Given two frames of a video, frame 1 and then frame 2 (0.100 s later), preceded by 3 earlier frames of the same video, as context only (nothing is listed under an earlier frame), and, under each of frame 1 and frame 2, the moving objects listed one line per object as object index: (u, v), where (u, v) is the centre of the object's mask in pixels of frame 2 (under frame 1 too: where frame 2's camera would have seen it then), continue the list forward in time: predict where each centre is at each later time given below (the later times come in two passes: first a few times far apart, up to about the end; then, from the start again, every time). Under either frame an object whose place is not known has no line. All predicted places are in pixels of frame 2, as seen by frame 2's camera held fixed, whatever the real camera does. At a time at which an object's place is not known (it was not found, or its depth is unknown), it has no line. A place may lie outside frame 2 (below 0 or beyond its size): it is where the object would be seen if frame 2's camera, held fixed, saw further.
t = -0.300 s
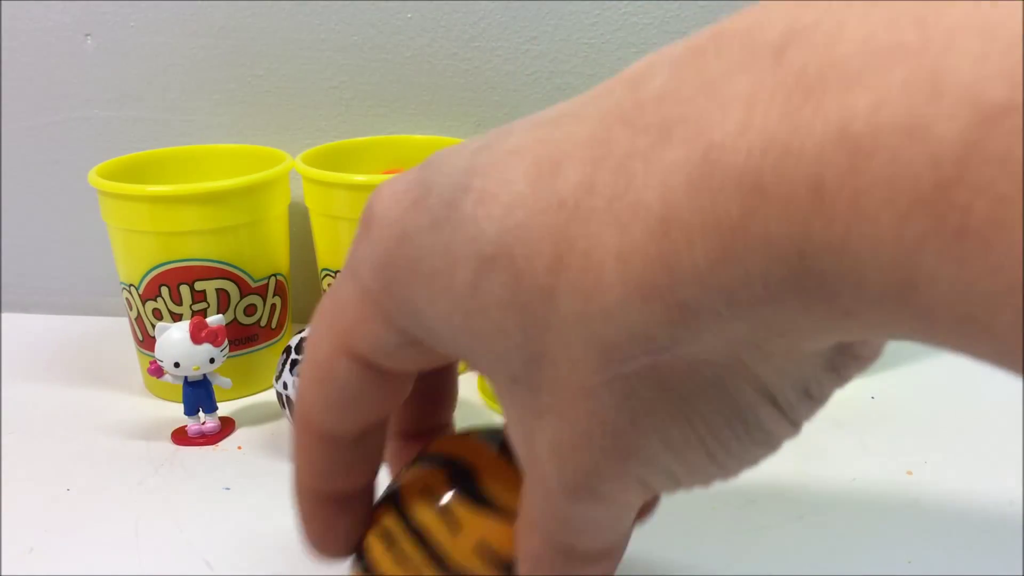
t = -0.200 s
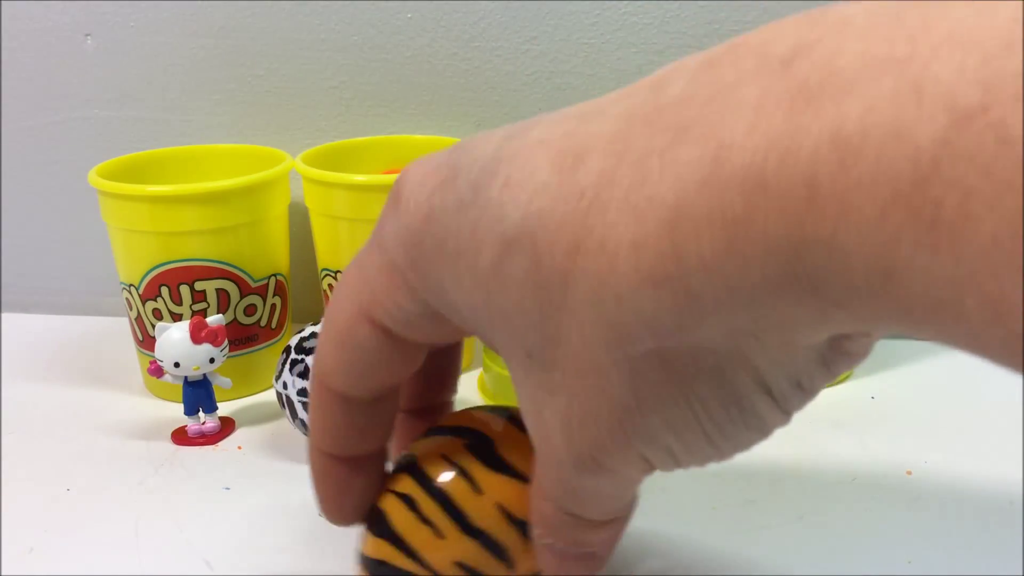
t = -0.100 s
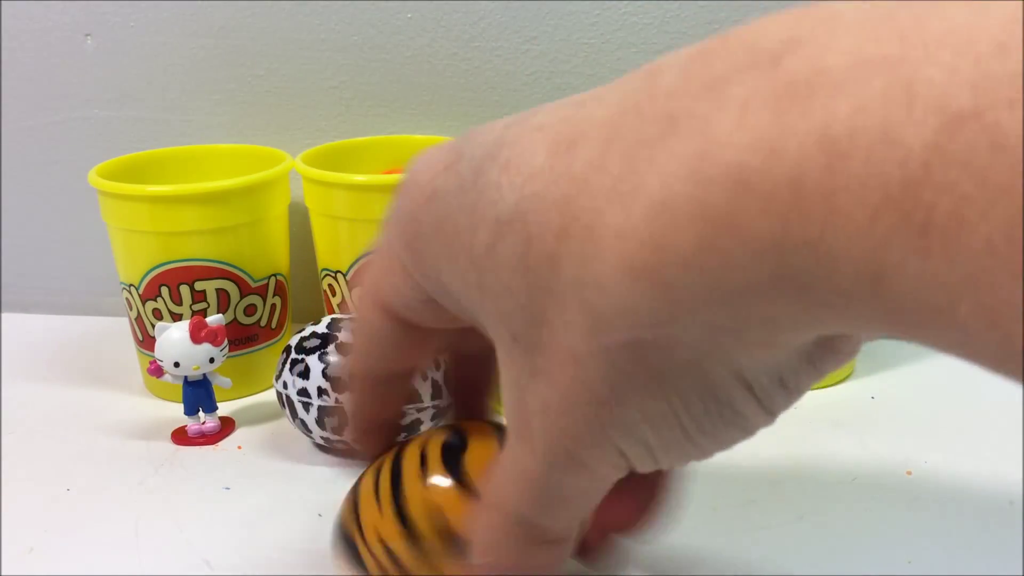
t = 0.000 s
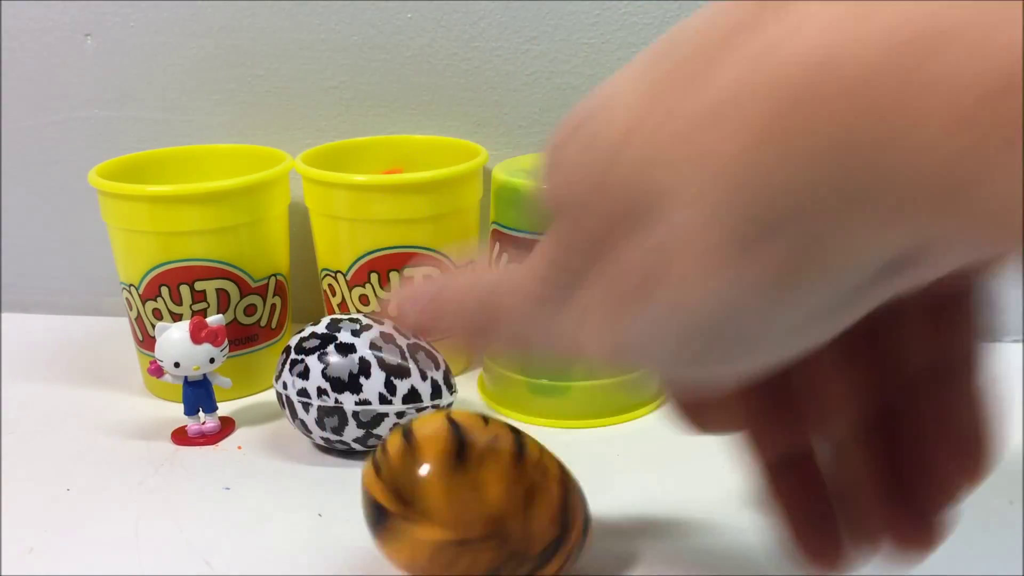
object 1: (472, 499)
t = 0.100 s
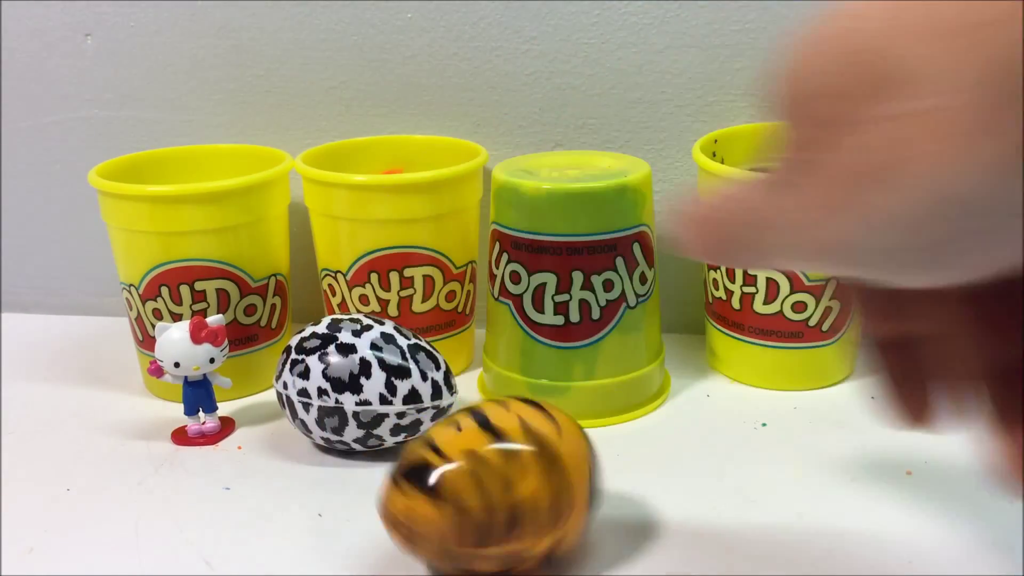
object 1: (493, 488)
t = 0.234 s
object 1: (482, 483)
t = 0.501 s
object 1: (454, 488)
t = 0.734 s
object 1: (468, 505)
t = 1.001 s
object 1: (533, 498)
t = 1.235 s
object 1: (511, 481)
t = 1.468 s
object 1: (524, 487)
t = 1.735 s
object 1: (522, 479)
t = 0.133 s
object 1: (499, 490)
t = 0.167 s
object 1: (488, 493)
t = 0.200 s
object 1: (475, 487)
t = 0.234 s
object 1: (482, 483)
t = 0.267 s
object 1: (483, 485)
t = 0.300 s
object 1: (476, 483)
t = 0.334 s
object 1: (467, 485)
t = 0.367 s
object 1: (471, 483)
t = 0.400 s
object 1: (471, 488)
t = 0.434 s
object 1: (457, 490)
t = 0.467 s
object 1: (453, 489)
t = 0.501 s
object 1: (454, 488)
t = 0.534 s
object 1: (455, 485)
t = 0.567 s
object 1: (454, 492)
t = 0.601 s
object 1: (454, 496)
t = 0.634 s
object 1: (459, 500)
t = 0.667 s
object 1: (453, 503)
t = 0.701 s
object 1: (457, 504)
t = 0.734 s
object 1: (468, 505)
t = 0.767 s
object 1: (475, 502)
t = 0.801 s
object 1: (486, 500)
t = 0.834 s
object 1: (498, 506)
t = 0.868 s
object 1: (509, 508)
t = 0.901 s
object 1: (519, 508)
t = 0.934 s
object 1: (515, 507)
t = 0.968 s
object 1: (522, 503)
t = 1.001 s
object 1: (533, 498)
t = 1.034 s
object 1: (535, 492)
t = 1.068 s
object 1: (536, 490)
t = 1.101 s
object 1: (531, 489)
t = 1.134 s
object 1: (532, 484)
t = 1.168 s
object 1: (532, 484)
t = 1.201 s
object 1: (521, 483)
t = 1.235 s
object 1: (511, 481)
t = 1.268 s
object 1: (509, 481)
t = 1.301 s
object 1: (509, 480)
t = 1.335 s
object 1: (513, 480)
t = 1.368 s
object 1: (518, 484)
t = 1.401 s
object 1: (520, 485)
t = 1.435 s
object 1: (524, 485)
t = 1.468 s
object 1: (524, 487)
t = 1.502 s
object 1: (518, 484)
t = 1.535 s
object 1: (526, 479)
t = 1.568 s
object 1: (534, 479)
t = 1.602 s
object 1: (531, 482)
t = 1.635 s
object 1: (524, 480)
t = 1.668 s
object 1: (522, 478)
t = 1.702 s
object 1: (519, 478)
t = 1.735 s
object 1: (522, 479)
